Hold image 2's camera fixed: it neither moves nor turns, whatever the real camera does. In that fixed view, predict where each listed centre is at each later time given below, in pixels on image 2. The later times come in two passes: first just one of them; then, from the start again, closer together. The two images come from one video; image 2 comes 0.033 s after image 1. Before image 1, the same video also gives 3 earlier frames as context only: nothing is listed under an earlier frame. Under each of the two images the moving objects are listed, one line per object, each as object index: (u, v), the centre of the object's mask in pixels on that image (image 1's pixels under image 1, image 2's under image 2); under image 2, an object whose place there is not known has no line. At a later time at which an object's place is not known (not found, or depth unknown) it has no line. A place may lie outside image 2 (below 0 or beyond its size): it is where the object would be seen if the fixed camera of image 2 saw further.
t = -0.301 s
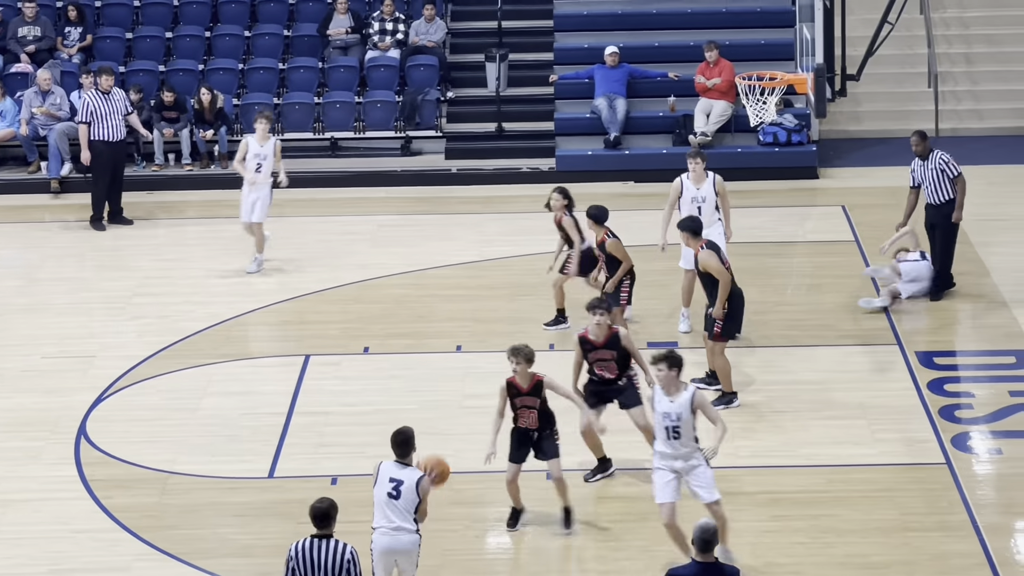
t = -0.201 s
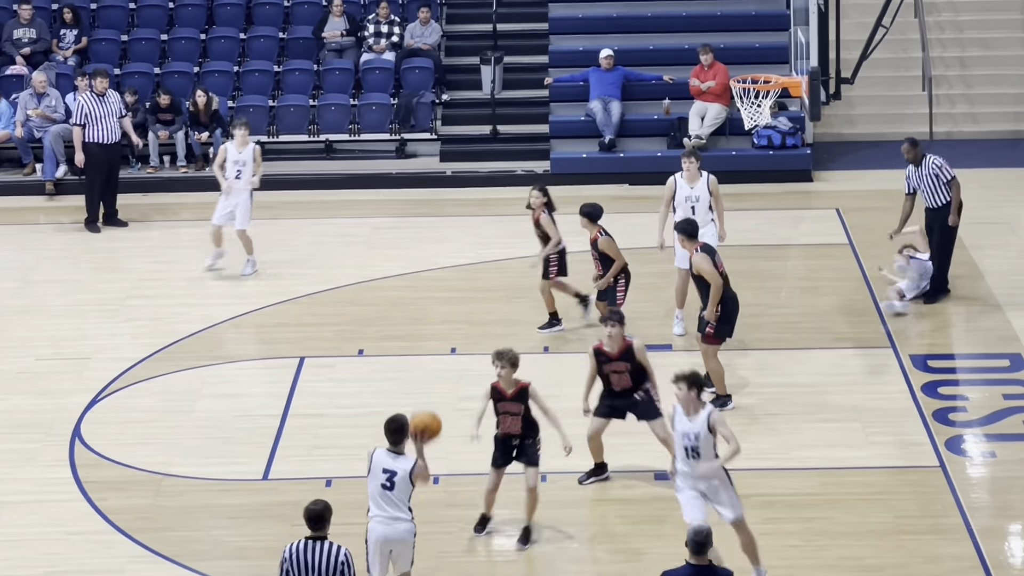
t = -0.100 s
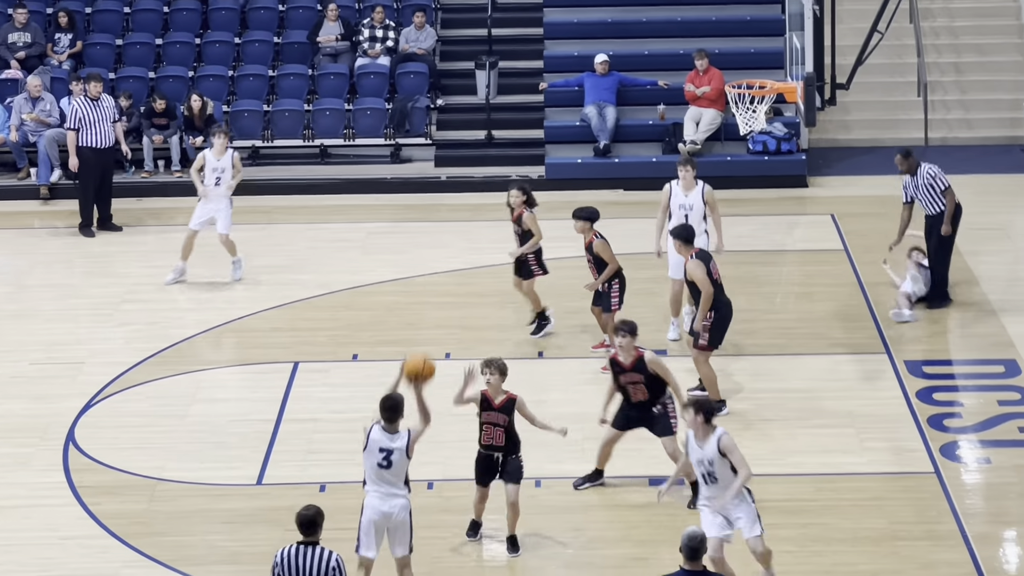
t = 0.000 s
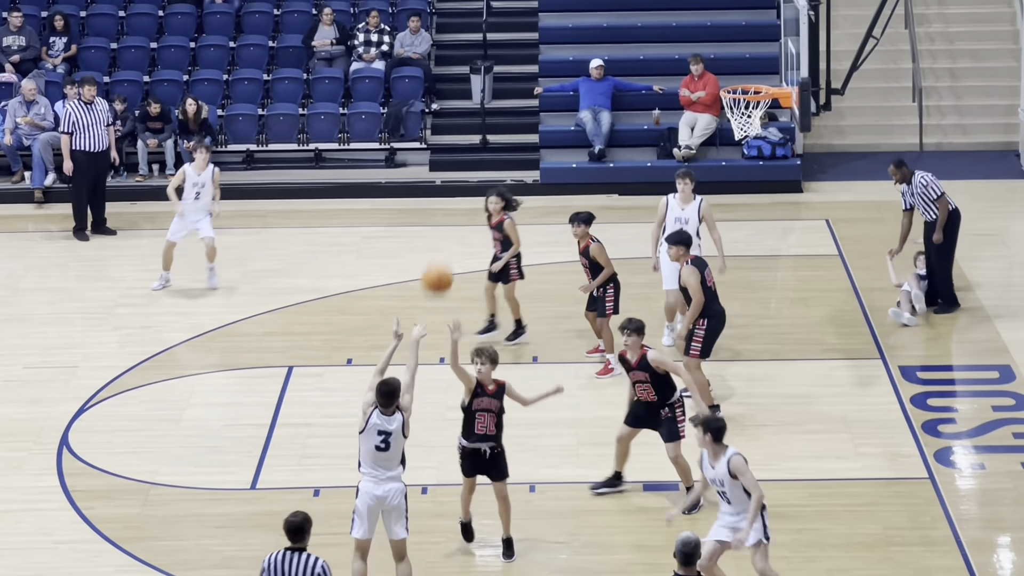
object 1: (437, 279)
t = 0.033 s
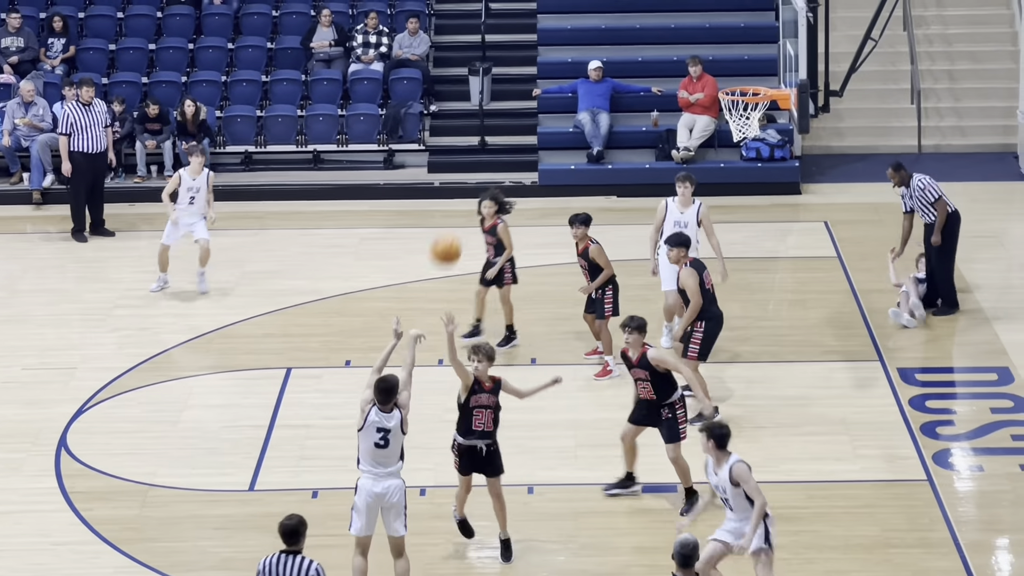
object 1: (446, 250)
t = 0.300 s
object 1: (520, 71)
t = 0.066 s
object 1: (456, 221)
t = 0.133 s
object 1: (475, 168)
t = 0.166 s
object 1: (483, 147)
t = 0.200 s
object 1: (493, 124)
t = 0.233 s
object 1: (502, 106)
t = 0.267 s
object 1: (511, 86)
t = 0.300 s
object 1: (520, 71)
